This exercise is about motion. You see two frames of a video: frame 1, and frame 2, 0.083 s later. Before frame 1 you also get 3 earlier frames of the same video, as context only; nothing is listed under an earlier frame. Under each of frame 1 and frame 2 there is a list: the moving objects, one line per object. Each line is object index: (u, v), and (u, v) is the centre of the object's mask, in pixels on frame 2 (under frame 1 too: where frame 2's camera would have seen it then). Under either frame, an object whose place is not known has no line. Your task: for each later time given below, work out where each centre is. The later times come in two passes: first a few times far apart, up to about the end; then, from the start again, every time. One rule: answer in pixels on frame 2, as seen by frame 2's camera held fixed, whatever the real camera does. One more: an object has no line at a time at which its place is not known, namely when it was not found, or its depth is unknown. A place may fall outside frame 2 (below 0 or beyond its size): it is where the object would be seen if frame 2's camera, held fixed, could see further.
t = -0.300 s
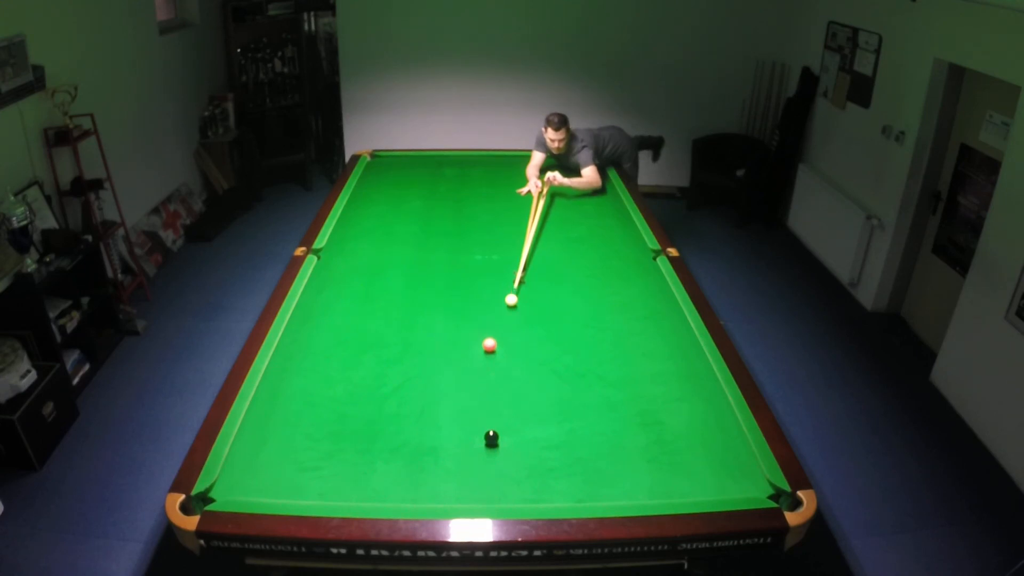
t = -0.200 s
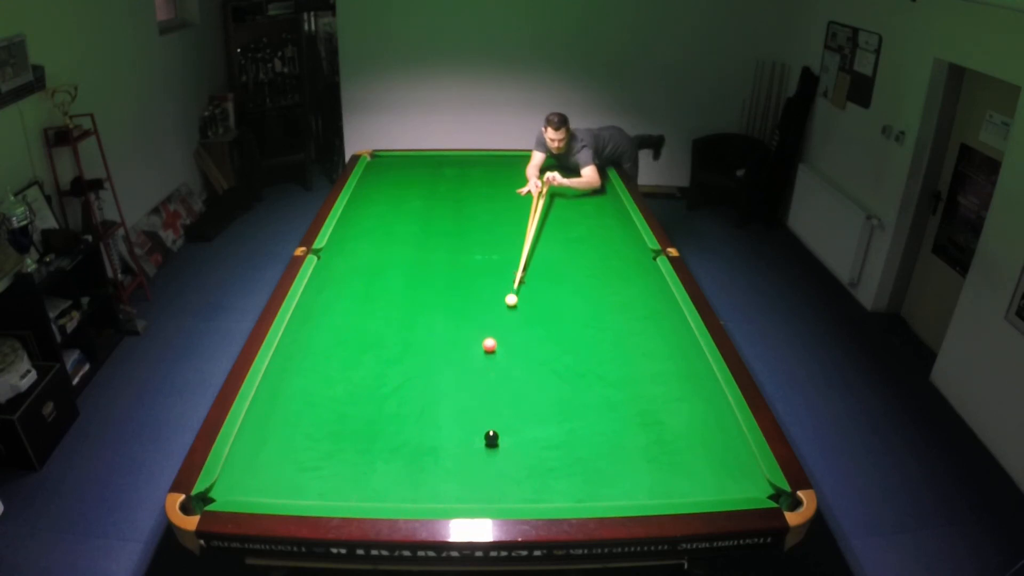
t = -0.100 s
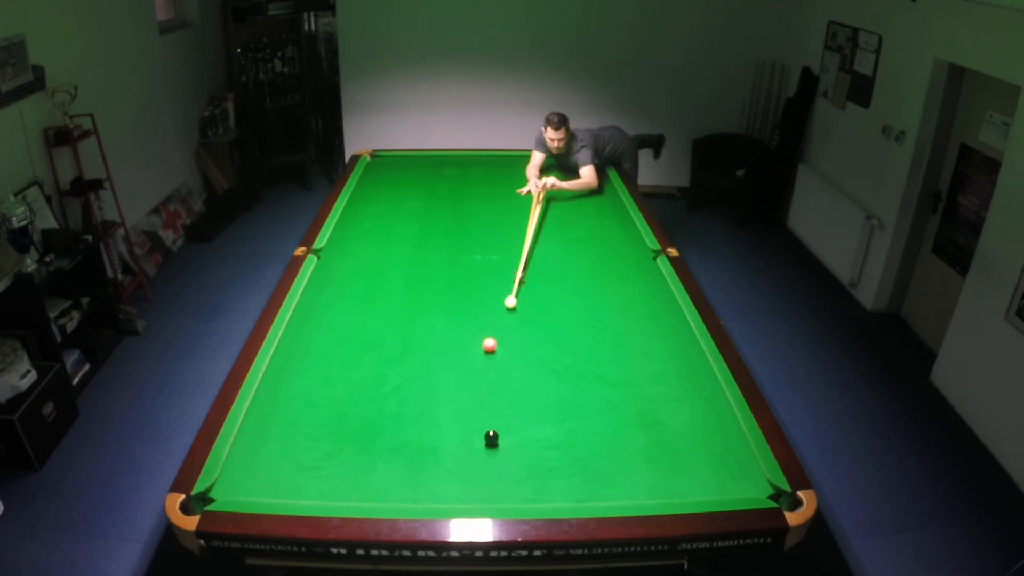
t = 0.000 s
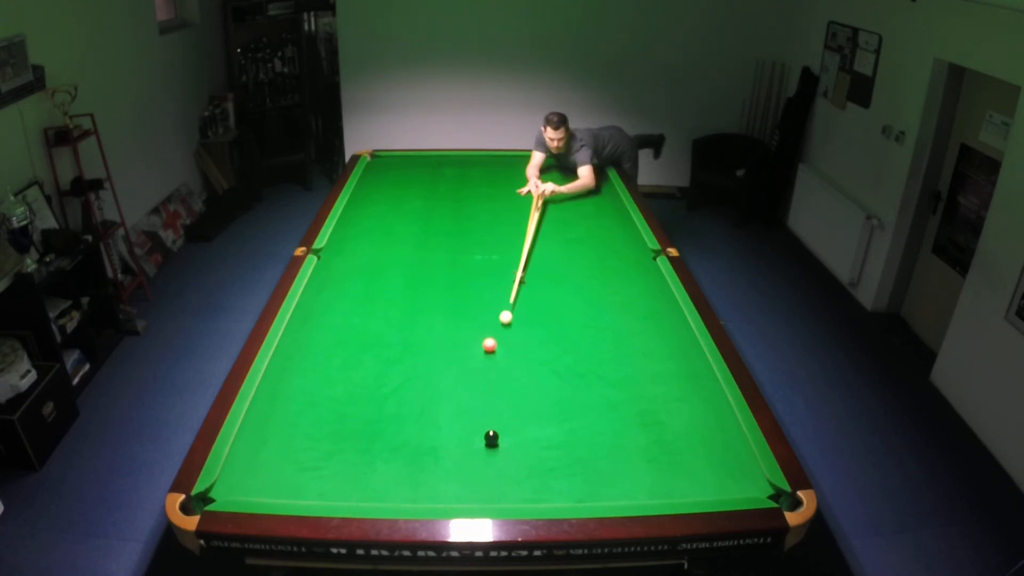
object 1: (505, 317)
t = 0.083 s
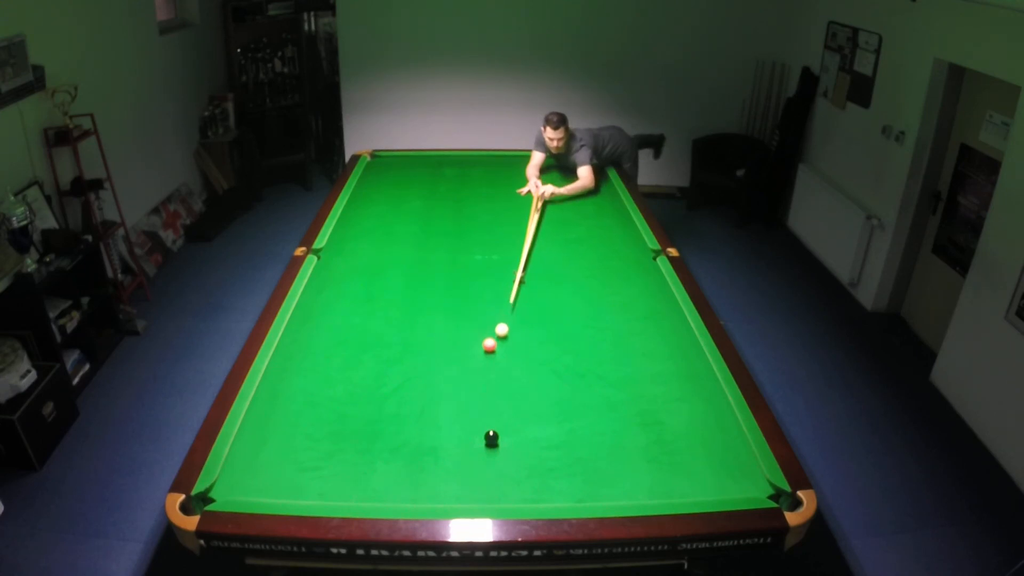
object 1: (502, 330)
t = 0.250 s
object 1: (509, 348)
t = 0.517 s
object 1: (532, 375)
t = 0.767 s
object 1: (555, 402)
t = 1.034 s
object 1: (581, 432)
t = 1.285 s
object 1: (607, 462)
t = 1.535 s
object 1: (635, 493)
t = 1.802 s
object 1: (646, 475)
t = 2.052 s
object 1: (653, 454)
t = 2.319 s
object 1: (660, 435)
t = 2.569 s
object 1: (666, 420)
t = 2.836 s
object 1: (670, 406)
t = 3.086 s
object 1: (674, 394)
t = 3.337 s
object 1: (677, 384)
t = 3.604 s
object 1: (680, 375)
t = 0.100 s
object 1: (501, 332)
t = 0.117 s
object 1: (500, 335)
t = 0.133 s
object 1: (499, 338)
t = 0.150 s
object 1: (500, 340)
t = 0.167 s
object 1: (501, 341)
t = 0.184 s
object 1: (503, 343)
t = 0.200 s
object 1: (505, 344)
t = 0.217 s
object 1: (506, 346)
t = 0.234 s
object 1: (508, 347)
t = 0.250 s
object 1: (509, 348)
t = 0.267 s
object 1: (510, 350)
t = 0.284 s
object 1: (512, 352)
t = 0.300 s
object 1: (513, 353)
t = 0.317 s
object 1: (515, 355)
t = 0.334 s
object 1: (516, 357)
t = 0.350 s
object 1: (517, 358)
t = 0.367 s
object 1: (519, 360)
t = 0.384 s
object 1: (520, 362)
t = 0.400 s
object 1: (522, 363)
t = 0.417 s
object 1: (523, 365)
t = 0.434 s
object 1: (524, 366)
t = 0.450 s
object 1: (526, 368)
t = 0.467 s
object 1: (527, 370)
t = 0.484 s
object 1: (529, 372)
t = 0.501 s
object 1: (530, 373)
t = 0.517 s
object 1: (532, 375)
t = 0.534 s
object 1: (533, 377)
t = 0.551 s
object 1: (535, 379)
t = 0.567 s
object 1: (536, 380)
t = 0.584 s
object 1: (538, 382)
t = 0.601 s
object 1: (539, 384)
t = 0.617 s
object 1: (541, 386)
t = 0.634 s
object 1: (542, 387)
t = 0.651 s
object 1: (544, 389)
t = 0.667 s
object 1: (545, 391)
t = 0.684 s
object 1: (547, 393)
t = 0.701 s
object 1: (549, 394)
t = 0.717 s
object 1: (550, 396)
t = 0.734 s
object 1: (552, 398)
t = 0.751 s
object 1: (553, 400)
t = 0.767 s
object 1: (555, 402)
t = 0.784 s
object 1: (557, 404)
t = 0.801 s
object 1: (558, 406)
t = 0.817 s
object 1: (560, 407)
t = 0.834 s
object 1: (561, 409)
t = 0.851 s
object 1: (563, 411)
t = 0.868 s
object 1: (565, 413)
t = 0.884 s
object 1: (566, 415)
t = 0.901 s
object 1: (568, 417)
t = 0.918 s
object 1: (570, 419)
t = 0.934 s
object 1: (571, 421)
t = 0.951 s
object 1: (573, 422)
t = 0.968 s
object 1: (575, 425)
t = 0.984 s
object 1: (576, 426)
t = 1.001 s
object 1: (578, 428)
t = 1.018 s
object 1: (580, 430)
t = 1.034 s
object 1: (581, 432)
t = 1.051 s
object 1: (583, 434)
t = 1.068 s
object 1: (585, 436)
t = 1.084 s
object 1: (586, 438)
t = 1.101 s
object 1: (588, 440)
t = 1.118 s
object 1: (590, 442)
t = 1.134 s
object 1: (592, 444)
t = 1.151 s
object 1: (593, 446)
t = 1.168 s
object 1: (595, 448)
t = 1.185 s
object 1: (597, 450)
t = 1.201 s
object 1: (599, 452)
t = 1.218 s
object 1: (600, 454)
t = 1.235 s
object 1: (602, 456)
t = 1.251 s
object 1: (604, 458)
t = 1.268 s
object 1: (606, 460)
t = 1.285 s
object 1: (607, 462)
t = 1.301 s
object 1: (609, 464)
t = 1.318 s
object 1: (611, 466)
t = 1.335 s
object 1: (613, 468)
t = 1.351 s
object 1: (615, 471)
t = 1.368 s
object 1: (616, 473)
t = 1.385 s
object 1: (618, 474)
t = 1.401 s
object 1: (620, 477)
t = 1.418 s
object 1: (622, 479)
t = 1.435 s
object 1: (624, 481)
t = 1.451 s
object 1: (626, 483)
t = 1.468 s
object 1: (627, 485)
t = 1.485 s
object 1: (629, 487)
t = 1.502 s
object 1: (631, 490)
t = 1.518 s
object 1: (633, 492)
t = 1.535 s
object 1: (635, 493)
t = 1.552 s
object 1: (637, 494)
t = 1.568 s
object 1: (638, 495)
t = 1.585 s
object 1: (639, 494)
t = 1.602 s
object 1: (639, 492)
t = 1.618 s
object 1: (640, 491)
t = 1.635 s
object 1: (640, 490)
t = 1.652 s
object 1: (641, 488)
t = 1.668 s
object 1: (642, 487)
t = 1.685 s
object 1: (642, 485)
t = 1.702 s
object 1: (643, 484)
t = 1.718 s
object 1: (643, 482)
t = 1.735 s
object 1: (644, 481)
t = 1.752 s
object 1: (644, 479)
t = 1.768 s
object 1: (645, 478)
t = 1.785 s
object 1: (645, 476)
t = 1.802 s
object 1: (646, 475)
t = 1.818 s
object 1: (646, 473)
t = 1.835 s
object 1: (647, 472)
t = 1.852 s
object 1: (647, 470)
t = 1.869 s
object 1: (648, 469)
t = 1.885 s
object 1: (648, 468)
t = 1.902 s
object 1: (649, 466)
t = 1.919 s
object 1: (649, 465)
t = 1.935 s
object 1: (650, 463)
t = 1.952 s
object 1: (650, 462)
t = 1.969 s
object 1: (651, 461)
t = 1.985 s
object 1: (651, 459)
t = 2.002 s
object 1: (652, 458)
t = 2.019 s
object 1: (652, 457)
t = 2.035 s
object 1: (653, 456)
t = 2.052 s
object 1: (653, 454)
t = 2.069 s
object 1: (654, 453)
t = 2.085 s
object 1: (654, 452)
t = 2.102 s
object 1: (655, 451)
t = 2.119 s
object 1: (655, 449)
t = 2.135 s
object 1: (656, 448)
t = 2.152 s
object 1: (656, 447)
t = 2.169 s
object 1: (656, 446)
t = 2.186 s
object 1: (657, 444)
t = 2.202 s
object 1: (657, 443)
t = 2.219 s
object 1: (658, 442)
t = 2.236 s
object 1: (658, 441)
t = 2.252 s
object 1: (658, 440)
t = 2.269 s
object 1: (659, 439)
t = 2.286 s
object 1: (659, 438)
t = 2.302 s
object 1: (660, 437)
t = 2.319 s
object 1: (660, 435)
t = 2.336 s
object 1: (660, 434)
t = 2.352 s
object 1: (661, 433)
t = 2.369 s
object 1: (661, 432)
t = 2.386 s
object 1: (662, 431)
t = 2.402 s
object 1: (662, 430)
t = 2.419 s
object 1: (662, 429)
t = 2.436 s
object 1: (663, 428)
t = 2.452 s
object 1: (663, 427)
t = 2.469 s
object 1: (663, 426)
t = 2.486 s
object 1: (664, 425)
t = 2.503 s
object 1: (664, 424)
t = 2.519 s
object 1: (665, 423)
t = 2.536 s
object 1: (665, 422)
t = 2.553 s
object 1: (665, 421)
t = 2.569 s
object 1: (666, 420)
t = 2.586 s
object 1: (666, 419)
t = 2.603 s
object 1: (666, 418)
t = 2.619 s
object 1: (667, 417)
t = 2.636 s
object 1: (667, 416)
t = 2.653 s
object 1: (667, 415)
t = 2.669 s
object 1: (668, 414)
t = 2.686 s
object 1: (668, 413)
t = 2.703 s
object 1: (668, 413)
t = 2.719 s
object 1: (668, 412)
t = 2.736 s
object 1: (669, 411)
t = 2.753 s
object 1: (669, 410)
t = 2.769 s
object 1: (669, 409)
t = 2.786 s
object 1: (670, 408)
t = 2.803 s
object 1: (670, 407)
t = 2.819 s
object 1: (670, 407)
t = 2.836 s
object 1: (670, 406)
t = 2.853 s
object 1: (671, 405)
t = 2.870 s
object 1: (671, 404)
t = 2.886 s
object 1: (671, 403)
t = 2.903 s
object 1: (671, 403)
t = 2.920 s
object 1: (672, 402)
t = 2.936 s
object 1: (672, 401)
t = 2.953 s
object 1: (672, 400)
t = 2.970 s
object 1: (673, 399)
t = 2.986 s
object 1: (673, 399)
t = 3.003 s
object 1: (673, 398)
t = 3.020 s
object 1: (673, 397)
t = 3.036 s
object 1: (674, 396)
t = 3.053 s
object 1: (674, 396)
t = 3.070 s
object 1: (674, 395)
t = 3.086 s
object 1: (674, 394)
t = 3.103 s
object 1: (674, 394)
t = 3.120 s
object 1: (675, 393)
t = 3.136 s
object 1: (675, 392)
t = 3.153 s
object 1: (675, 391)
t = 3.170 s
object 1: (675, 391)
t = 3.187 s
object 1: (675, 390)
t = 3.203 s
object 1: (676, 389)
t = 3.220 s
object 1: (676, 389)
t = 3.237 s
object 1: (676, 388)
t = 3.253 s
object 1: (676, 387)
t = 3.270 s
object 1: (676, 387)
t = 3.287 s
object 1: (676, 386)
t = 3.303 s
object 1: (677, 385)
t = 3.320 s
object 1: (677, 385)
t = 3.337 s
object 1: (677, 384)
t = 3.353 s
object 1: (677, 384)
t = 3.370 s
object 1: (677, 383)
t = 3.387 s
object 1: (678, 382)
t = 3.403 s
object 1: (678, 382)
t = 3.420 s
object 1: (678, 381)
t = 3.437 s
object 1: (678, 380)
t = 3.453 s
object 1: (678, 380)
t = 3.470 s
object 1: (678, 379)
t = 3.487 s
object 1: (679, 379)
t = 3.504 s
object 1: (679, 378)
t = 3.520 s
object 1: (679, 378)
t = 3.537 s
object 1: (679, 377)
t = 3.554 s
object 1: (679, 376)
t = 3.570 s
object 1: (679, 376)
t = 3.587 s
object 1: (680, 375)
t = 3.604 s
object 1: (680, 375)
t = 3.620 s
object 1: (680, 374)
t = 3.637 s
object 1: (680, 374)
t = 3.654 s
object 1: (680, 373)
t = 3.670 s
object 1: (680, 373)
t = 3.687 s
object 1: (681, 372)
